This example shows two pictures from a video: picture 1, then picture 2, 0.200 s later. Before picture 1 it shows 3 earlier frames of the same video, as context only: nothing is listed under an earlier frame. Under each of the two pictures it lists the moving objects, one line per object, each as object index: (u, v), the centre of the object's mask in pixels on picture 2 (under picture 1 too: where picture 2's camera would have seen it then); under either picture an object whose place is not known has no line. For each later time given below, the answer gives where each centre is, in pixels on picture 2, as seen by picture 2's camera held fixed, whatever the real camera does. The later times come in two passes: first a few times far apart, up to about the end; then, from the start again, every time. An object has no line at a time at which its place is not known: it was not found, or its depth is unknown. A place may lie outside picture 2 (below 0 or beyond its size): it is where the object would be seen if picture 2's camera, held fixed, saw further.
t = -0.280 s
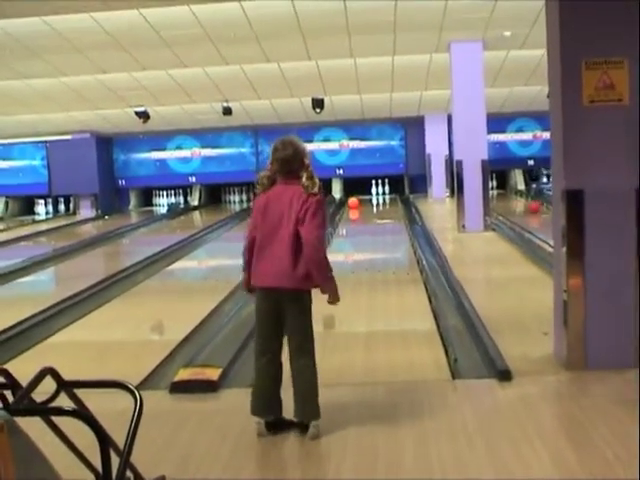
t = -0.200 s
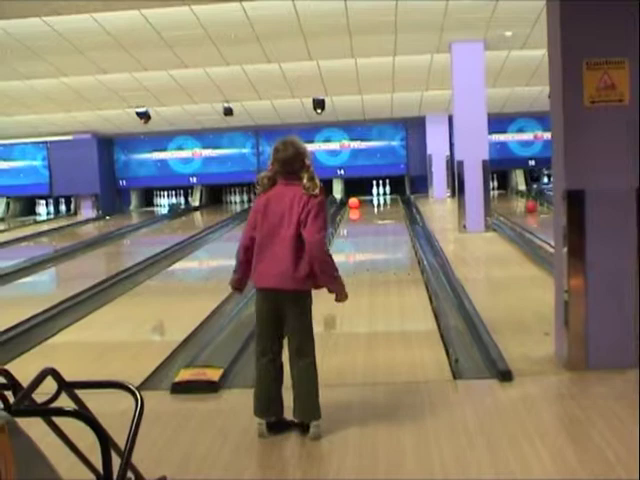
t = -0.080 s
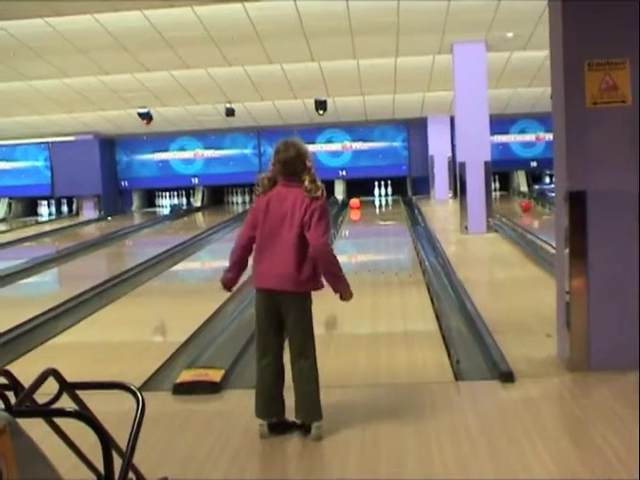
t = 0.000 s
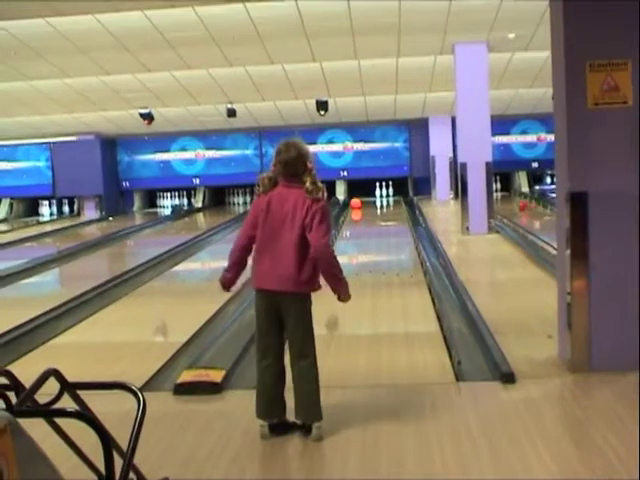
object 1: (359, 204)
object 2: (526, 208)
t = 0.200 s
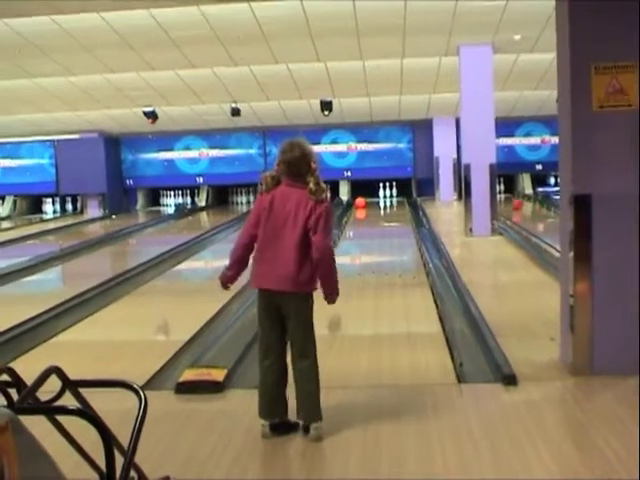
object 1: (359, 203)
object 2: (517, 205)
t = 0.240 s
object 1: (359, 203)
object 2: (515, 204)
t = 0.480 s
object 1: (361, 201)
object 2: (505, 201)
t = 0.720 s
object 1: (362, 200)
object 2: (500, 201)
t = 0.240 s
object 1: (359, 203)
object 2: (515, 204)
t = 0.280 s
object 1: (360, 203)
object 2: (514, 204)
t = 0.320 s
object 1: (360, 202)
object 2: (512, 203)
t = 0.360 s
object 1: (360, 202)
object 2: (510, 202)
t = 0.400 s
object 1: (360, 202)
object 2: (508, 202)
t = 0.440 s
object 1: (360, 202)
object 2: (508, 202)
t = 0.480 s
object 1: (361, 201)
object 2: (505, 201)
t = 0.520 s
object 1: (361, 201)
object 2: (505, 201)
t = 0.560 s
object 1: (361, 201)
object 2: (504, 201)
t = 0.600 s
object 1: (361, 201)
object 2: (503, 201)
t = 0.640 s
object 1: (361, 201)
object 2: (502, 201)
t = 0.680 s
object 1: (362, 200)
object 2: (501, 201)
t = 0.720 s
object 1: (362, 200)
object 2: (500, 201)
